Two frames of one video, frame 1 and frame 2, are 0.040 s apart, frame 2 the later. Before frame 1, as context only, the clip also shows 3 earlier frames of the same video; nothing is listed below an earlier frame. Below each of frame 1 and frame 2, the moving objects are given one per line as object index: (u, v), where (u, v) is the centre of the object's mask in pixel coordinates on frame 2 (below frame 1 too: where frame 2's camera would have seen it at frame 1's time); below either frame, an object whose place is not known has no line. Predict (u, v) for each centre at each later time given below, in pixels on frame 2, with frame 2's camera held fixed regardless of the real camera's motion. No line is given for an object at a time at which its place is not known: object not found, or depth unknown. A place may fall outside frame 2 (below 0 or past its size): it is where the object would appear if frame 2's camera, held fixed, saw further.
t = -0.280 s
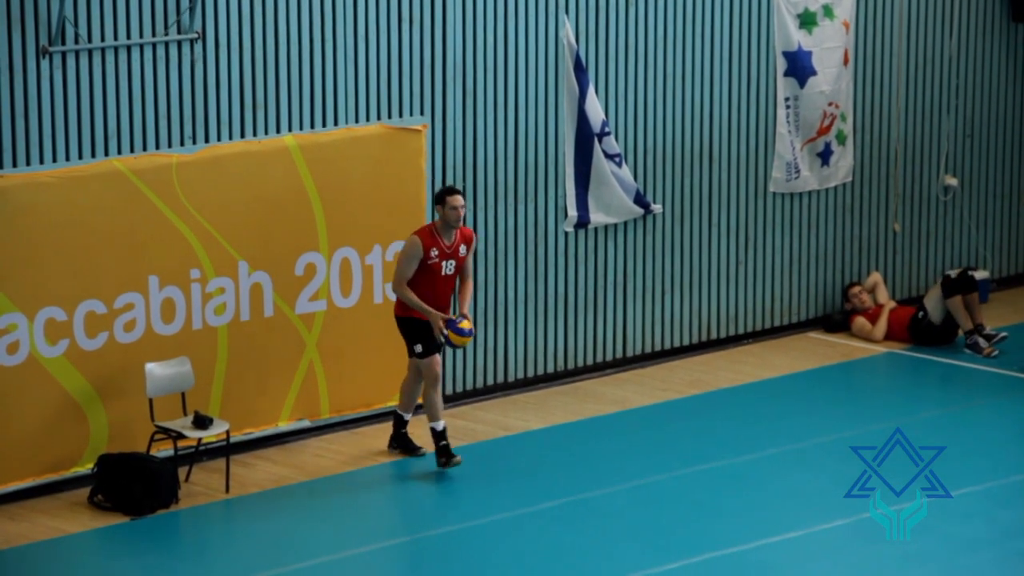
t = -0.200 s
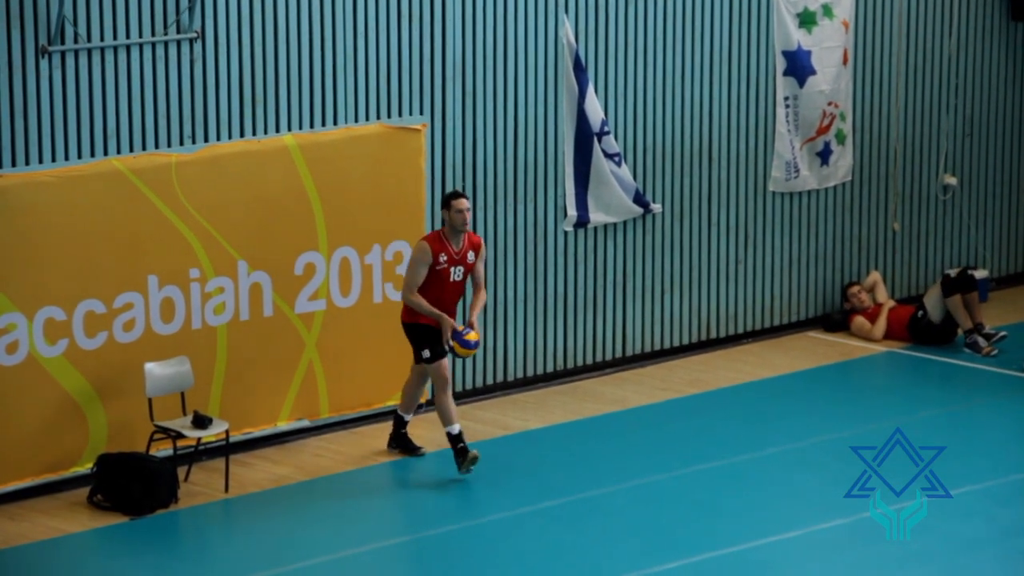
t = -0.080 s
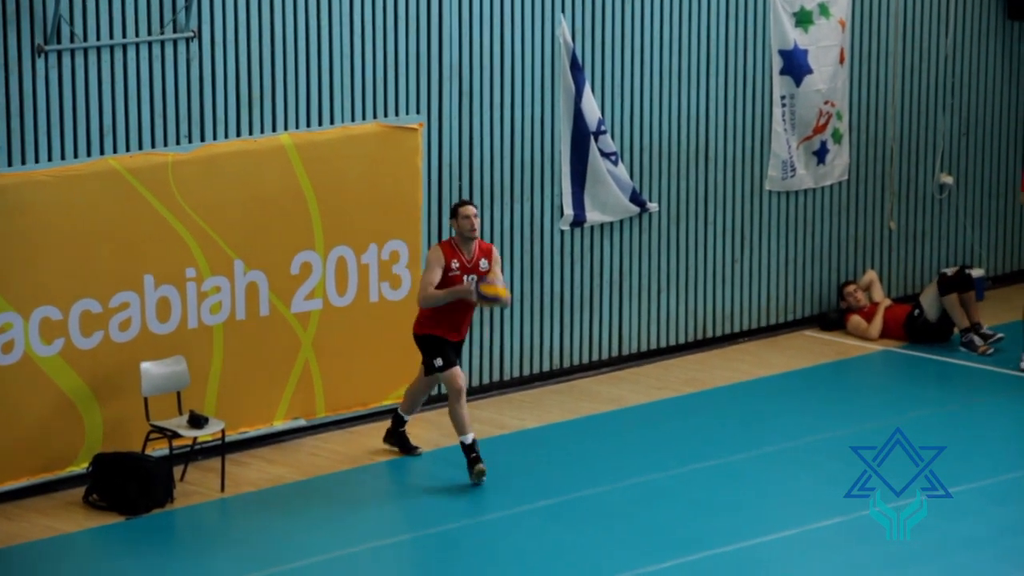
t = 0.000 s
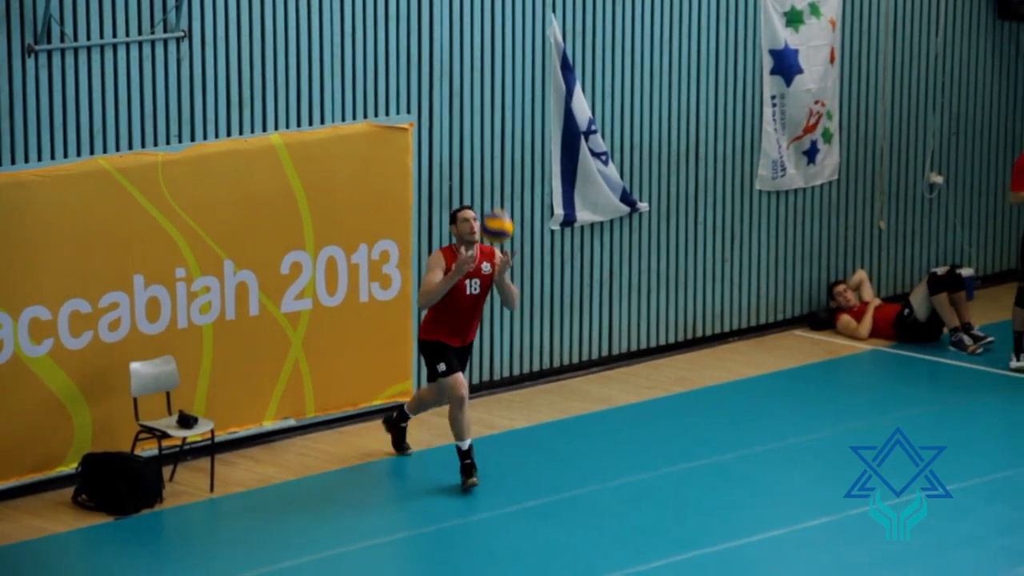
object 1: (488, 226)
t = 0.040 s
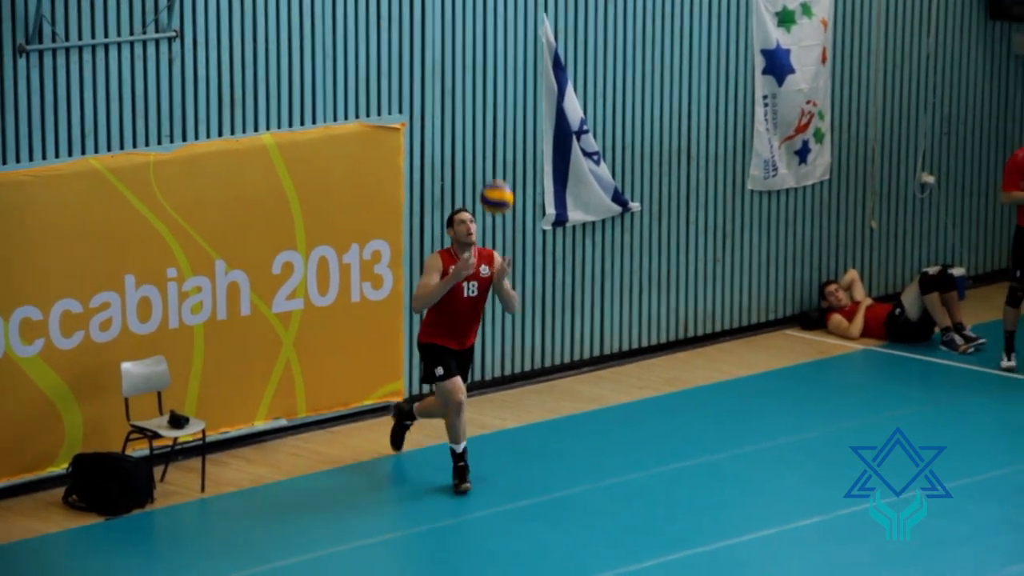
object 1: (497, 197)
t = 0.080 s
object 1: (505, 170)
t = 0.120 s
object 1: (513, 145)
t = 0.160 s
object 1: (522, 123)
